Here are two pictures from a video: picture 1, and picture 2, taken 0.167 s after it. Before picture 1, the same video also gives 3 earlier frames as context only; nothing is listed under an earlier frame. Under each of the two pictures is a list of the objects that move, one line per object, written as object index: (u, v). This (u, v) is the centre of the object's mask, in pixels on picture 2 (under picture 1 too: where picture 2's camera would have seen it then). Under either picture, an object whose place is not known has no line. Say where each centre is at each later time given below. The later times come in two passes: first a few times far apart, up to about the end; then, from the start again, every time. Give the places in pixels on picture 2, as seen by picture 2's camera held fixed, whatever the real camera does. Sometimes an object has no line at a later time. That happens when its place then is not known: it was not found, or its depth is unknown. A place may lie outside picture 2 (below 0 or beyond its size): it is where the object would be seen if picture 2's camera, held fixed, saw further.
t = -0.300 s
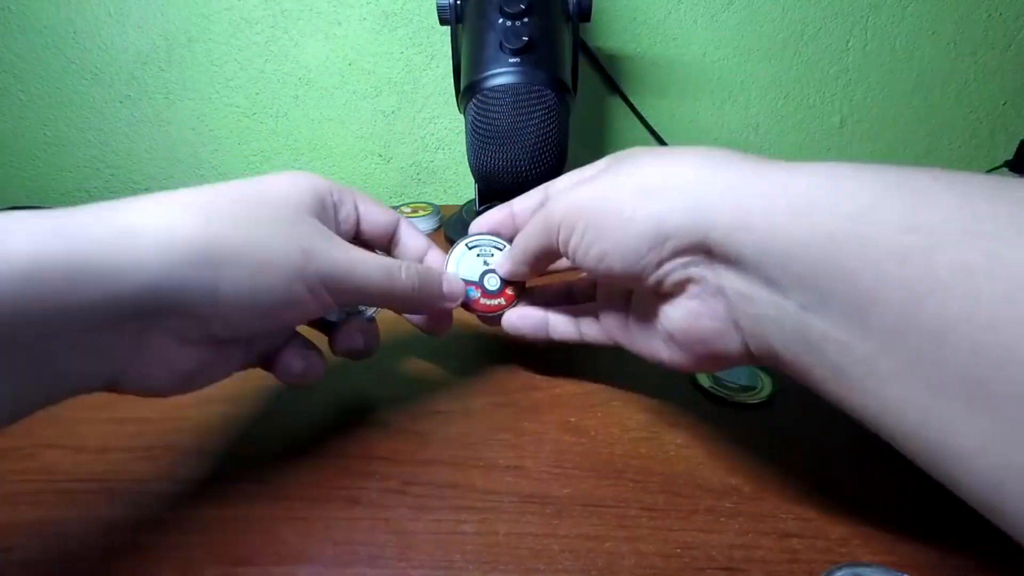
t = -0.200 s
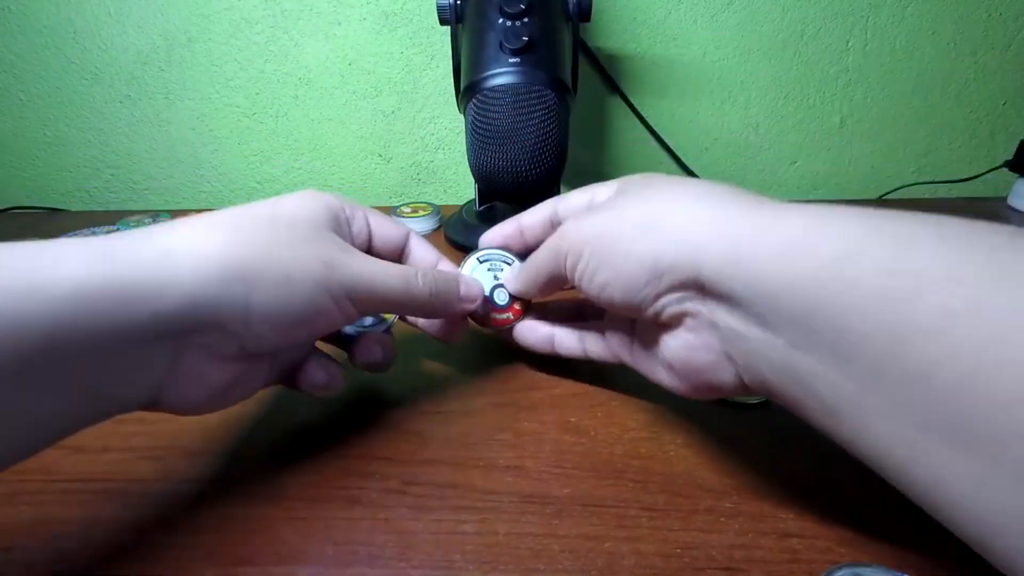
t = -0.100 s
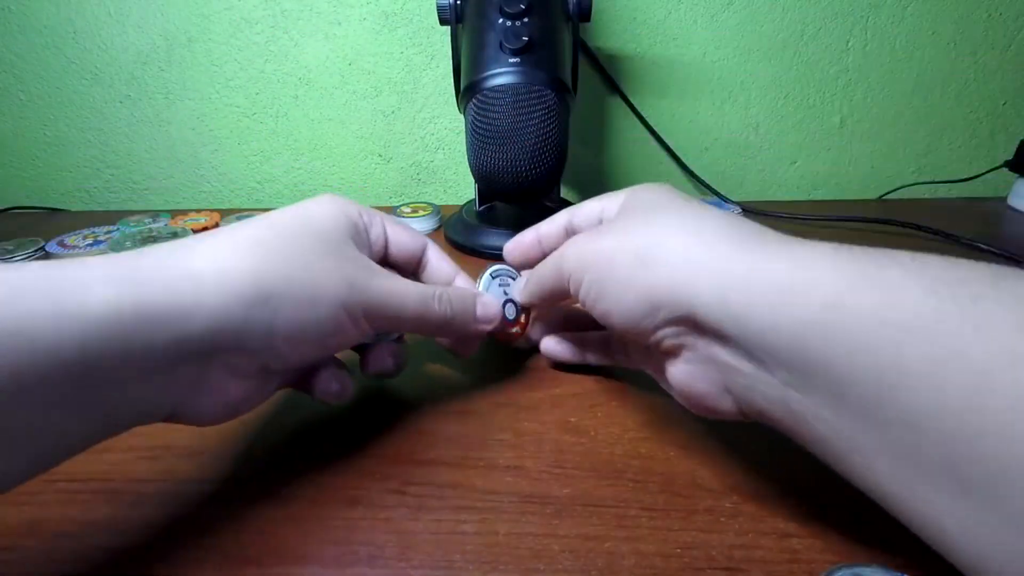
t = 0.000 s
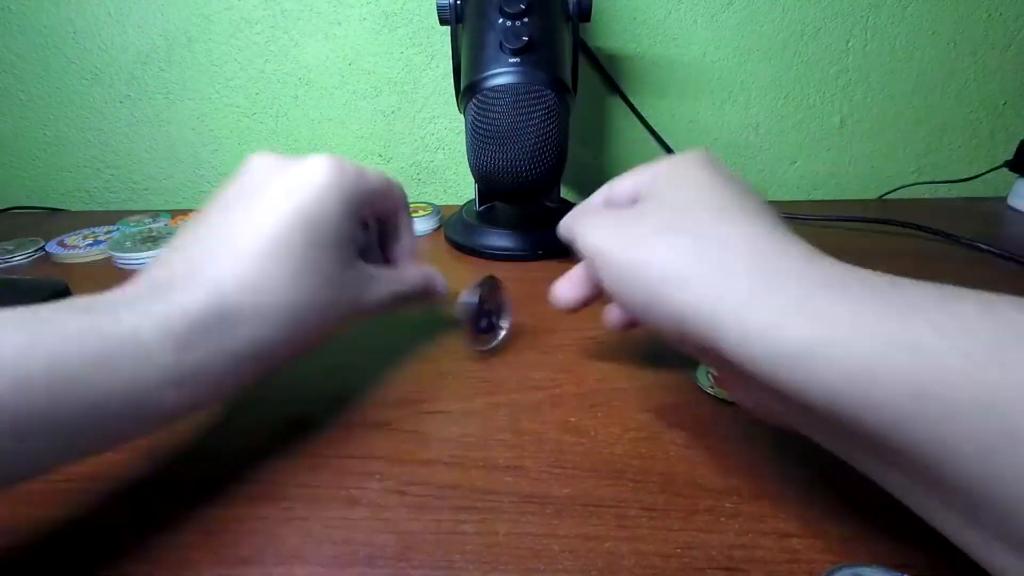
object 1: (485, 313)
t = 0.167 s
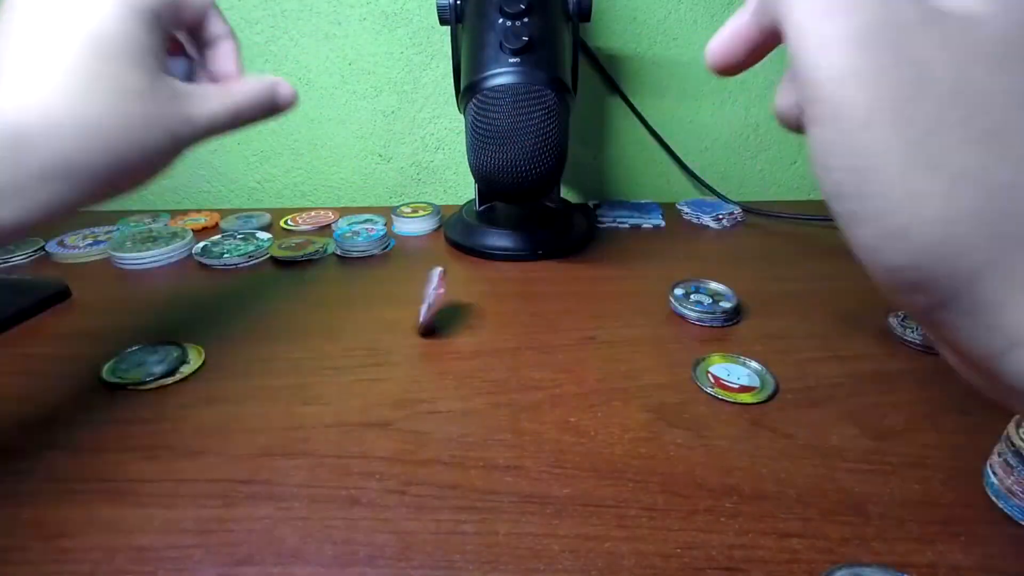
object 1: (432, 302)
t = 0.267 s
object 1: (422, 290)
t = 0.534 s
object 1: (445, 271)
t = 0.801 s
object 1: (484, 271)
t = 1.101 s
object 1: (488, 293)
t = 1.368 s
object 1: (449, 300)
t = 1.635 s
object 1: (439, 288)
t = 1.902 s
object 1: (455, 288)
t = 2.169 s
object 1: (471, 293)
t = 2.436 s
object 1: (458, 300)
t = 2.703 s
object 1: (458, 301)
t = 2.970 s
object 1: (465, 303)
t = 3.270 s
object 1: (461, 308)
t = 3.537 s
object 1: (463, 310)
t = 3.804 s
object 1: (462, 312)
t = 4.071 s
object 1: (463, 314)
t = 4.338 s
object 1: (463, 316)
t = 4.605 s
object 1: (464, 317)
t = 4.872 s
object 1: (464, 318)
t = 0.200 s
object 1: (425, 293)
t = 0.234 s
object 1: (423, 287)
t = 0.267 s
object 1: (422, 290)
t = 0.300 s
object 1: (421, 282)
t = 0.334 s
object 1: (424, 279)
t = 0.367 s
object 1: (427, 284)
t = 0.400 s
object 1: (429, 276)
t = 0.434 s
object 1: (432, 273)
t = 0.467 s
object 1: (439, 272)
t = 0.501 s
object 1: (442, 271)
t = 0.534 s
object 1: (445, 271)
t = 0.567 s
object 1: (453, 267)
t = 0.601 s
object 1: (456, 269)
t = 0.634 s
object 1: (461, 268)
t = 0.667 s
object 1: (466, 267)
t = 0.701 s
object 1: (473, 267)
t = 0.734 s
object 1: (476, 270)
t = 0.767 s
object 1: (479, 272)
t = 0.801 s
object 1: (484, 271)
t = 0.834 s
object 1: (486, 275)
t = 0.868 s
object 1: (489, 276)
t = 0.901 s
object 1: (489, 279)
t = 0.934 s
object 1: (492, 279)
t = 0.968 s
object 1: (494, 283)
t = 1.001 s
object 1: (491, 285)
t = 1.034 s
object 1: (489, 288)
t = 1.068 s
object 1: (487, 292)
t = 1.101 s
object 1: (488, 293)
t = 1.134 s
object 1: (480, 294)
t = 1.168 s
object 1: (476, 296)
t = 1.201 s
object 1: (470, 300)
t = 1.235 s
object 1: (469, 299)
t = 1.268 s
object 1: (464, 300)
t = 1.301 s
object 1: (459, 298)
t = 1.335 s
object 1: (454, 297)
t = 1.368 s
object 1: (449, 300)
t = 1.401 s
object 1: (448, 300)
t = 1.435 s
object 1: (443, 298)
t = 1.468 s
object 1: (442, 294)
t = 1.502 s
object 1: (439, 294)
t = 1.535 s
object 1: (438, 293)
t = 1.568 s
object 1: (440, 294)
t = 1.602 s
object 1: (438, 291)
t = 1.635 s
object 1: (439, 288)
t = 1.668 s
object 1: (440, 287)
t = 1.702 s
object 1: (443, 285)
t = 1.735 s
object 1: (445, 285)
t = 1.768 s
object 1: (447, 286)
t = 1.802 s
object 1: (453, 291)
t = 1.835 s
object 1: (451, 285)
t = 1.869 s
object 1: (457, 284)
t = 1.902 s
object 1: (455, 288)
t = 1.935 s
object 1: (461, 286)
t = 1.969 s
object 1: (463, 289)
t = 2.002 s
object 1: (466, 286)
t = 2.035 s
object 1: (469, 286)
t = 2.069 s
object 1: (469, 290)
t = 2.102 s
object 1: (470, 296)
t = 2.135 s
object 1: (473, 293)
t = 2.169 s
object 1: (471, 293)
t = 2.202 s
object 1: (469, 296)
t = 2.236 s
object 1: (467, 303)
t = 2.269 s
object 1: (469, 300)
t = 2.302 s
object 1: (464, 298)
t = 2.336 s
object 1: (462, 301)
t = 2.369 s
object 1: (461, 304)
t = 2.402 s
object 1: (460, 303)
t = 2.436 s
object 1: (458, 300)
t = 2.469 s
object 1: (456, 303)
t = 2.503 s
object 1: (456, 303)
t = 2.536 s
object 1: (458, 300)
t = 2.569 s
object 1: (458, 302)
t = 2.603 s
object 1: (455, 301)
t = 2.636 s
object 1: (458, 302)
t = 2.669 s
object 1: (456, 299)
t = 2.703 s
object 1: (458, 301)
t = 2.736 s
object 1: (461, 299)
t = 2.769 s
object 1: (456, 303)
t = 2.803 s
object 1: (462, 304)
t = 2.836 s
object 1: (465, 300)
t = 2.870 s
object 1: (464, 302)
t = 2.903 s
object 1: (464, 305)
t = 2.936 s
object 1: (466, 304)
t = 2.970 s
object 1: (465, 303)
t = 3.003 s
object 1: (464, 307)
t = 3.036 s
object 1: (464, 308)
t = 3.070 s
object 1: (464, 306)
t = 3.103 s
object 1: (462, 308)
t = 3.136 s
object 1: (462, 309)
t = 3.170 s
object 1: (462, 307)
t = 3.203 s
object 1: (460, 309)
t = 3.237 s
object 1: (460, 309)
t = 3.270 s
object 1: (461, 308)
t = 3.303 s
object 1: (459, 309)
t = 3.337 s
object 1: (461, 309)
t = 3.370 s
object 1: (463, 309)
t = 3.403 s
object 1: (461, 308)
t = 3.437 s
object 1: (462, 309)
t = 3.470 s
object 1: (462, 311)
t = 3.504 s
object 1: (463, 309)
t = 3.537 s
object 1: (463, 310)
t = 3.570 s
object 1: (463, 311)
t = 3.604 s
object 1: (463, 311)
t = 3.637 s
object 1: (462, 312)
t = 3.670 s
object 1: (463, 312)
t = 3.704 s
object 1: (461, 311)
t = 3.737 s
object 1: (462, 312)
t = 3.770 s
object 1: (460, 312)
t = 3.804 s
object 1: (462, 312)
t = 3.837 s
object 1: (461, 312)
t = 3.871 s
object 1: (461, 312)
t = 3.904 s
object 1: (462, 313)
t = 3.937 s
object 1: (462, 313)
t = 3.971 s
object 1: (462, 313)
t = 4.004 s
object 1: (462, 314)
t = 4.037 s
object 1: (462, 313)
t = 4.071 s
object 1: (463, 314)
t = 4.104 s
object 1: (463, 314)
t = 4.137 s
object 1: (463, 314)
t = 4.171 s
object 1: (463, 314)
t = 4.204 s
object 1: (463, 315)
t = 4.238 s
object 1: (463, 315)
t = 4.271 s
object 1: (463, 315)
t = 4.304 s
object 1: (463, 315)
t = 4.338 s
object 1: (463, 316)
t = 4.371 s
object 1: (464, 315)
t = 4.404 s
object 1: (463, 316)
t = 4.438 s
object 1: (463, 316)
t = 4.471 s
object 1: (463, 317)
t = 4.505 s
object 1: (464, 316)
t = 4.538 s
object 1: (464, 317)
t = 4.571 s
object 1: (464, 317)
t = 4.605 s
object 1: (464, 317)
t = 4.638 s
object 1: (464, 317)
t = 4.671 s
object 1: (464, 318)
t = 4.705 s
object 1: (464, 318)
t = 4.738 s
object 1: (464, 318)
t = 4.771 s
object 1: (464, 318)
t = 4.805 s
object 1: (464, 318)
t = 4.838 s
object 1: (464, 318)
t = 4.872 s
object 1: (464, 318)
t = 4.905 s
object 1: (464, 318)
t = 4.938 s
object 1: (464, 318)
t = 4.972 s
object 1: (464, 318)
